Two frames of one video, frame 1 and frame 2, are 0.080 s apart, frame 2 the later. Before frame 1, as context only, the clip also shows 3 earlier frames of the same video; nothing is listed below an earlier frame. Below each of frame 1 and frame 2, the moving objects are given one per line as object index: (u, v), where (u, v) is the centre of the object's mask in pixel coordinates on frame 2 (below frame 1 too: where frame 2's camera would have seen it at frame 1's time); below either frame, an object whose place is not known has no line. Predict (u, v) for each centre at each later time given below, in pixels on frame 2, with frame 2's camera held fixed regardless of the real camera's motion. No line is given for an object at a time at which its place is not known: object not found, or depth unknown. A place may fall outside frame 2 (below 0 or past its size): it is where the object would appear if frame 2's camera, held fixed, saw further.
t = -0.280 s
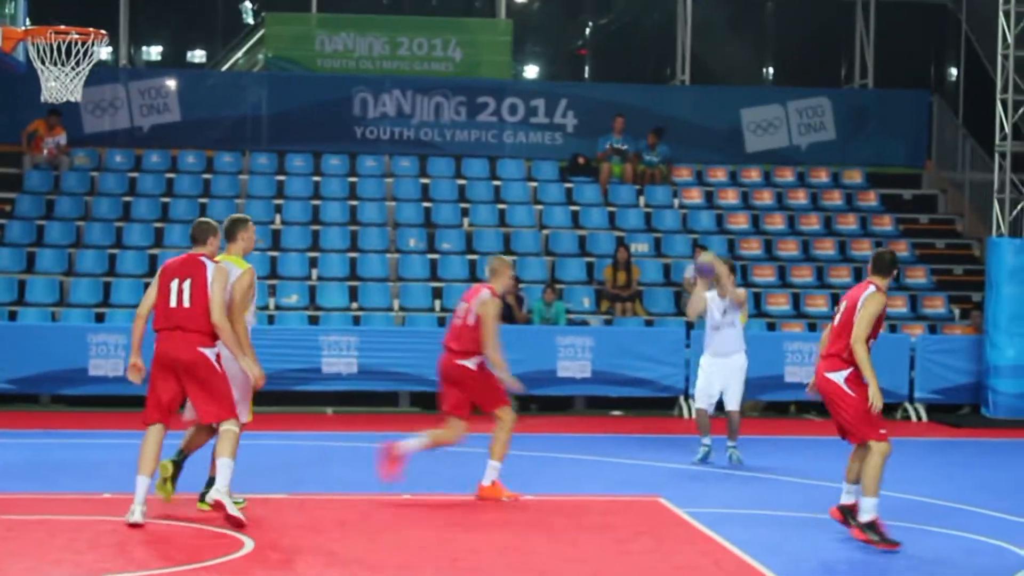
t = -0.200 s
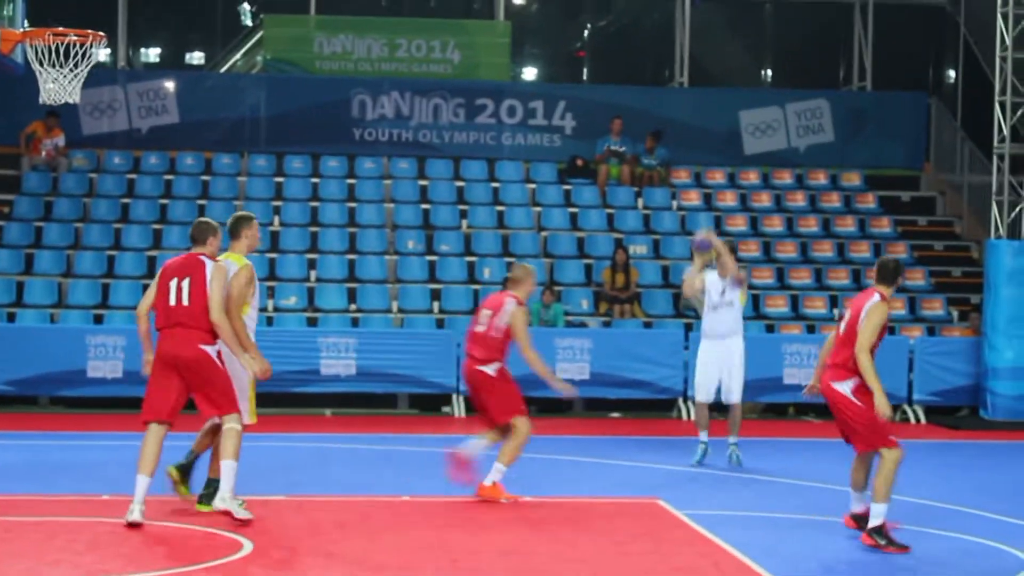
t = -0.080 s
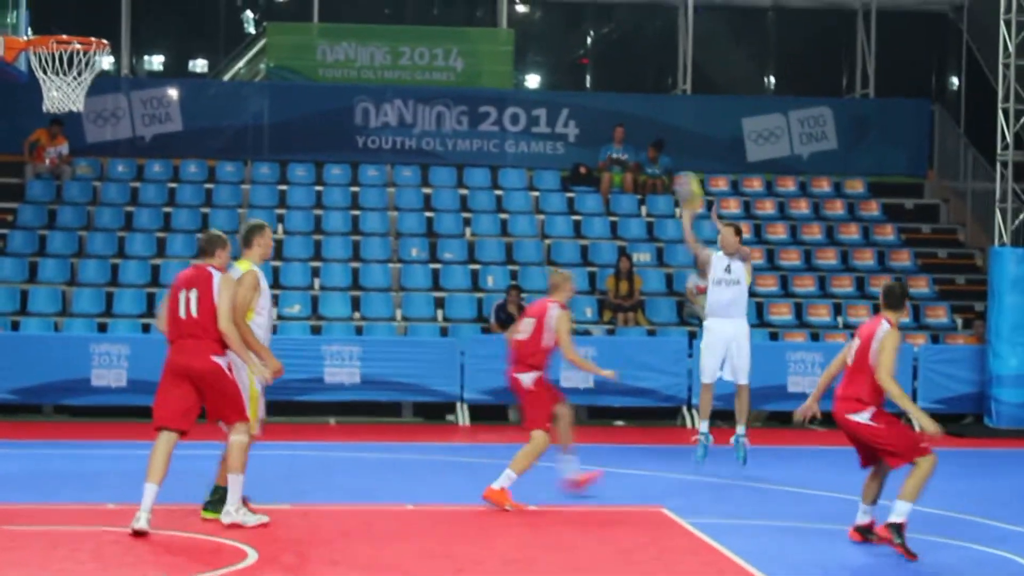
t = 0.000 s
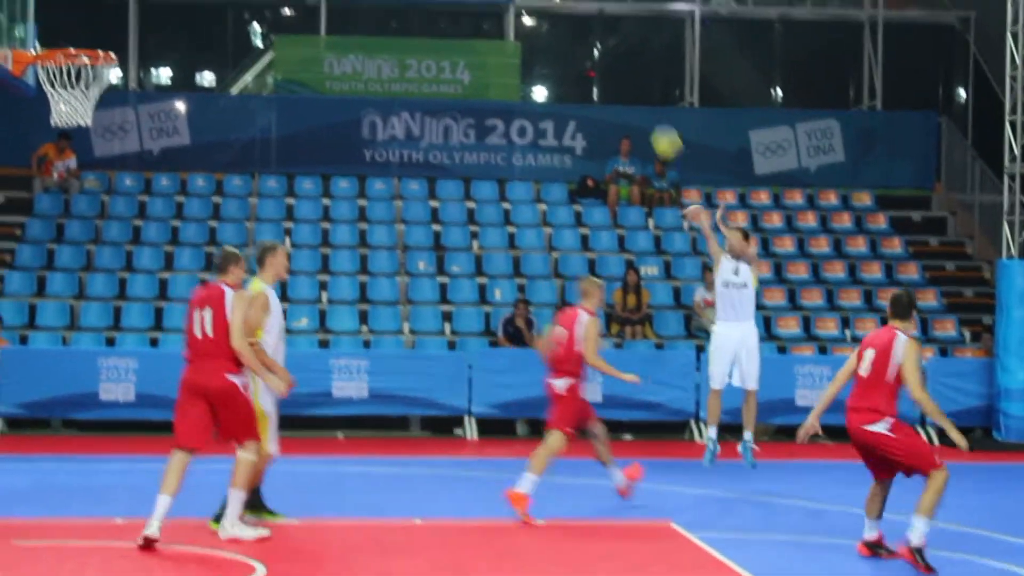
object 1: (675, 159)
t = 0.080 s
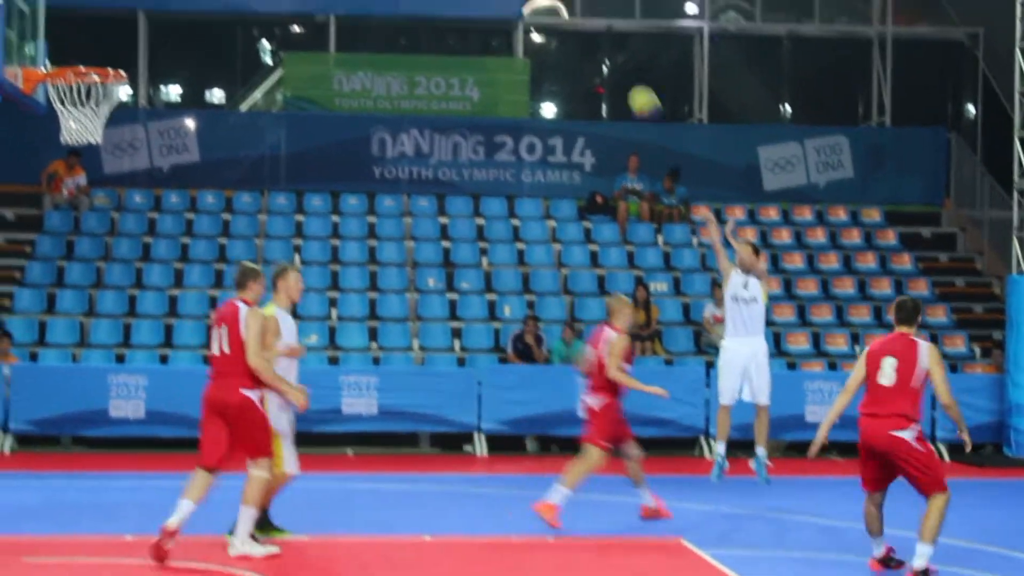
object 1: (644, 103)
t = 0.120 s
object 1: (628, 77)
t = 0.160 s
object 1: (612, 54)
